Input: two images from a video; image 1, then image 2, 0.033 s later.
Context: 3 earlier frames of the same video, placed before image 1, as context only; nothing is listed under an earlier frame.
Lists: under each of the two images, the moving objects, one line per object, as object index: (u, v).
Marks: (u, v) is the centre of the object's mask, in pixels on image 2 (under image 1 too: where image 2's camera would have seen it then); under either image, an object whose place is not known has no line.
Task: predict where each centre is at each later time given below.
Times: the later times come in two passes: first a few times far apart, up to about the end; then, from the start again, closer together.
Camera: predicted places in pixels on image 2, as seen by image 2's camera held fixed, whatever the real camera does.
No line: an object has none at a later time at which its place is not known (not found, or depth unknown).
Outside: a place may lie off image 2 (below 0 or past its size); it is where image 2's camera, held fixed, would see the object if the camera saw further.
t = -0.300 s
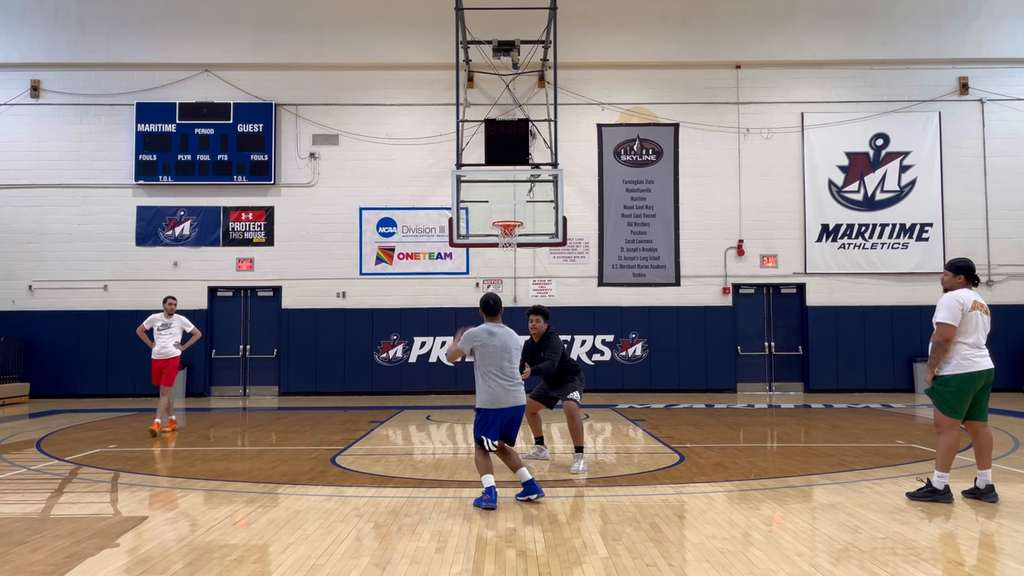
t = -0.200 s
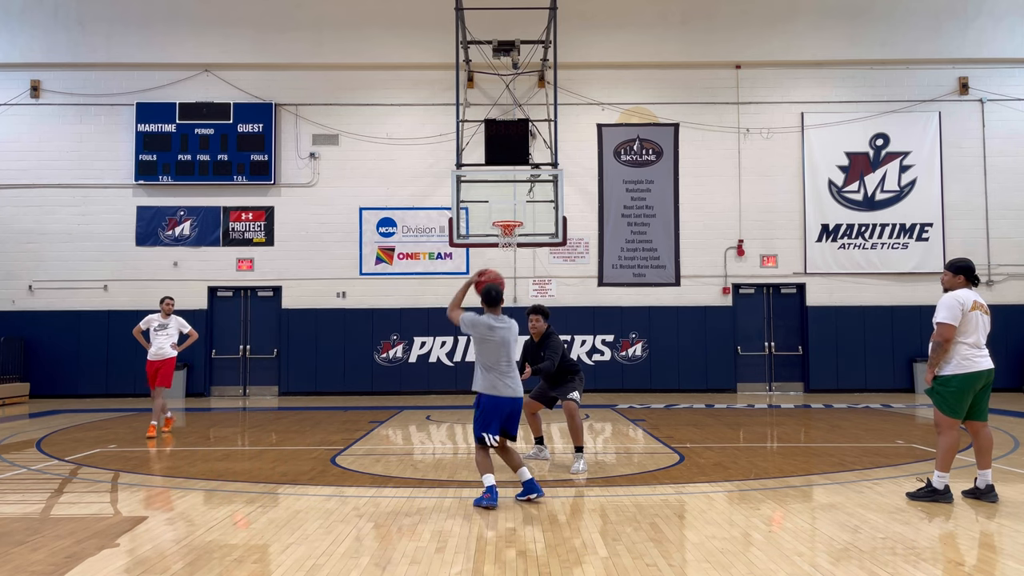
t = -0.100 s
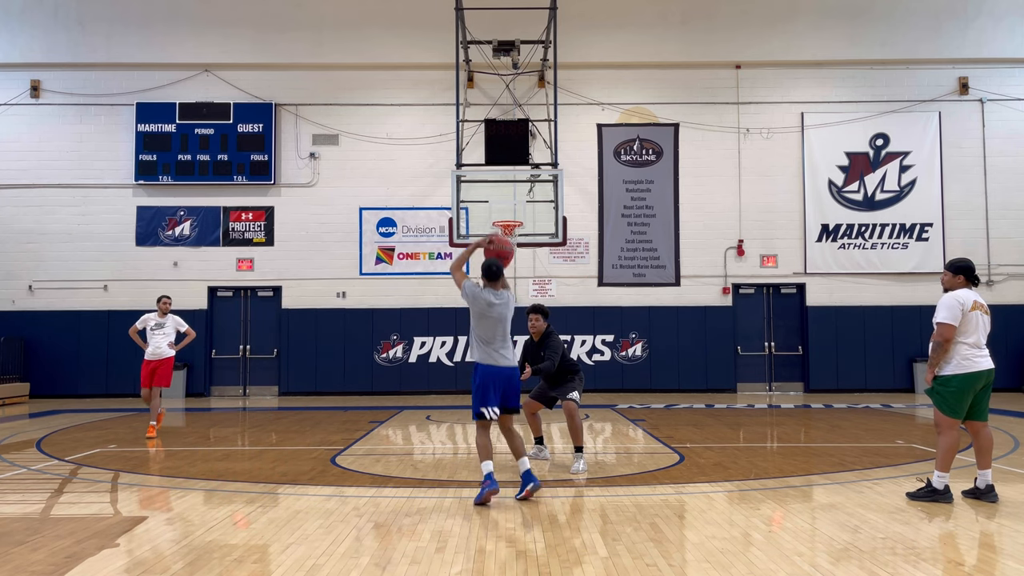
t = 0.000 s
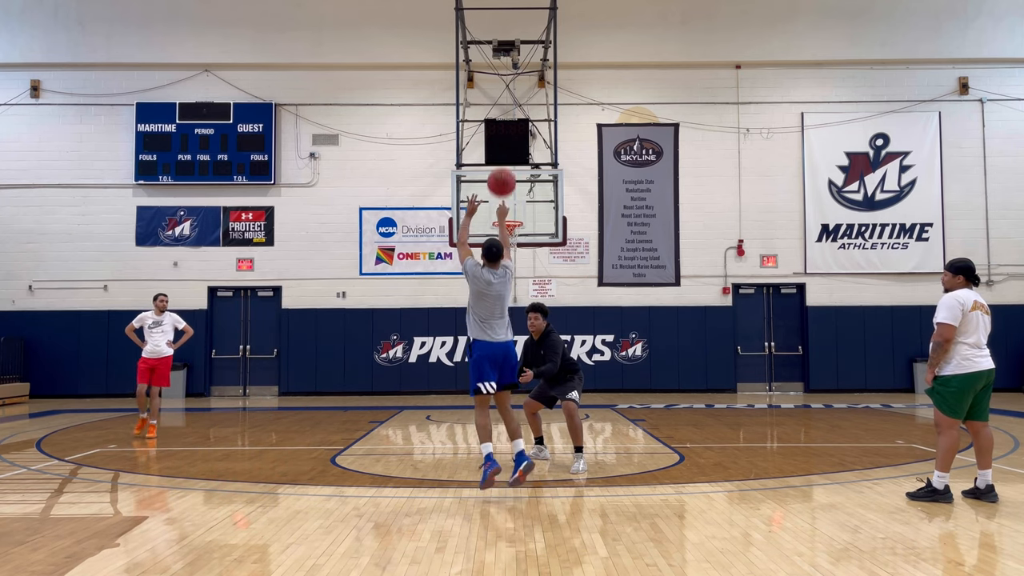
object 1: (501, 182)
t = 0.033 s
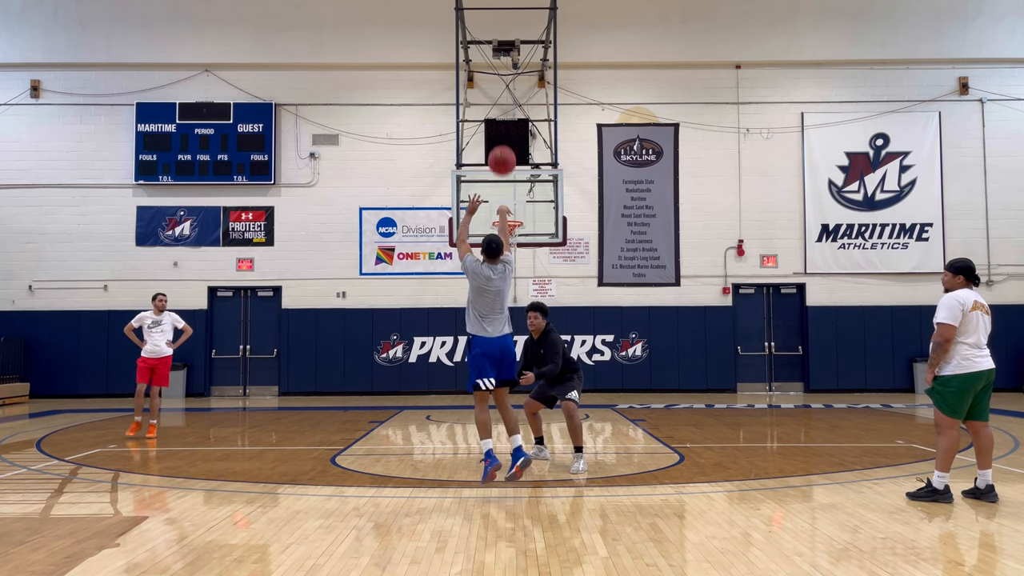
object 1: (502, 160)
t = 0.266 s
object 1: (504, 69)
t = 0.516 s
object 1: (507, 46)
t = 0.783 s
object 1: (509, 77)
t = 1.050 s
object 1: (511, 147)
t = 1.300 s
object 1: (511, 232)
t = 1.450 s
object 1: (496, 265)
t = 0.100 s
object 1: (502, 126)
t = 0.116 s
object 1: (503, 119)
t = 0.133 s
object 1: (503, 111)
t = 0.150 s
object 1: (503, 103)
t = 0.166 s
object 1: (503, 98)
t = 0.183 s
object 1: (504, 92)
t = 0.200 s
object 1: (504, 86)
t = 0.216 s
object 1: (504, 82)
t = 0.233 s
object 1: (504, 77)
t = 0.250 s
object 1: (504, 73)
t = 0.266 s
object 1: (504, 69)
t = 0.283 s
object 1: (504, 65)
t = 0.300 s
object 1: (505, 62)
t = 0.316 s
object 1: (506, 59)
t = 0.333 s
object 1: (505, 57)
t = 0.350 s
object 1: (505, 54)
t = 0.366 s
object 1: (505, 52)
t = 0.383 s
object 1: (506, 51)
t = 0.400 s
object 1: (506, 49)
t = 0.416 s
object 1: (507, 48)
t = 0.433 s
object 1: (507, 47)
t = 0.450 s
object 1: (507, 47)
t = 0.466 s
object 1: (507, 46)
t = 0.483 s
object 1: (507, 46)
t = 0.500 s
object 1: (507, 46)
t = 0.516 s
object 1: (507, 46)
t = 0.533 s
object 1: (508, 47)
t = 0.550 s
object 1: (508, 47)
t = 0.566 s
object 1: (508, 48)
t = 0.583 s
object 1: (508, 49)
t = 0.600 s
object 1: (508, 50)
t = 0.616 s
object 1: (508, 52)
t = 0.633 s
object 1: (508, 54)
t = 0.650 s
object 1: (508, 55)
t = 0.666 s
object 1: (509, 58)
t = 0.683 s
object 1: (509, 60)
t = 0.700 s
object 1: (508, 63)
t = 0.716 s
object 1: (509, 65)
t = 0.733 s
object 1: (509, 68)
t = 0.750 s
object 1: (509, 71)
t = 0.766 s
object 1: (509, 74)
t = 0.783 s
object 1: (509, 77)
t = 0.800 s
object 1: (509, 81)
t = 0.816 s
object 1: (509, 85)
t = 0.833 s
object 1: (509, 88)
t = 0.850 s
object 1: (510, 92)
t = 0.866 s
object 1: (510, 96)
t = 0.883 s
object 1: (510, 100)
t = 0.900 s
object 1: (510, 104)
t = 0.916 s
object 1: (510, 108)
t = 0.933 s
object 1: (511, 113)
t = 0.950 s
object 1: (510, 118)
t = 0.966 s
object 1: (511, 123)
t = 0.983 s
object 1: (511, 127)
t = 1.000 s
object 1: (511, 132)
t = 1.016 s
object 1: (511, 137)
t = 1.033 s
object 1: (511, 142)
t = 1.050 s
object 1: (511, 147)
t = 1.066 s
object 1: (512, 152)
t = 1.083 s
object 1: (512, 157)
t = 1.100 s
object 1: (512, 163)
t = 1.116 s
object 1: (512, 168)
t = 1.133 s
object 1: (512, 174)
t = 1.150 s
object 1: (513, 180)
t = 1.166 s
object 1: (513, 186)
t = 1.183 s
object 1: (513, 192)
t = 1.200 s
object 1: (513, 198)
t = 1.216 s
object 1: (513, 204)
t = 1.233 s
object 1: (513, 210)
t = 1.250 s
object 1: (514, 215)
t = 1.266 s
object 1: (515, 222)
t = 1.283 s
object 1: (516, 228)
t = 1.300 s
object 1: (511, 232)
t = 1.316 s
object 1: (511, 237)
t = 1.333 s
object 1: (508, 238)
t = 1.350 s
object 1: (507, 243)
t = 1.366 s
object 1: (505, 247)
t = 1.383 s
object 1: (503, 250)
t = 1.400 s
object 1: (502, 254)
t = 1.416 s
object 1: (500, 258)
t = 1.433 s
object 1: (498, 261)
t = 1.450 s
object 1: (496, 265)
